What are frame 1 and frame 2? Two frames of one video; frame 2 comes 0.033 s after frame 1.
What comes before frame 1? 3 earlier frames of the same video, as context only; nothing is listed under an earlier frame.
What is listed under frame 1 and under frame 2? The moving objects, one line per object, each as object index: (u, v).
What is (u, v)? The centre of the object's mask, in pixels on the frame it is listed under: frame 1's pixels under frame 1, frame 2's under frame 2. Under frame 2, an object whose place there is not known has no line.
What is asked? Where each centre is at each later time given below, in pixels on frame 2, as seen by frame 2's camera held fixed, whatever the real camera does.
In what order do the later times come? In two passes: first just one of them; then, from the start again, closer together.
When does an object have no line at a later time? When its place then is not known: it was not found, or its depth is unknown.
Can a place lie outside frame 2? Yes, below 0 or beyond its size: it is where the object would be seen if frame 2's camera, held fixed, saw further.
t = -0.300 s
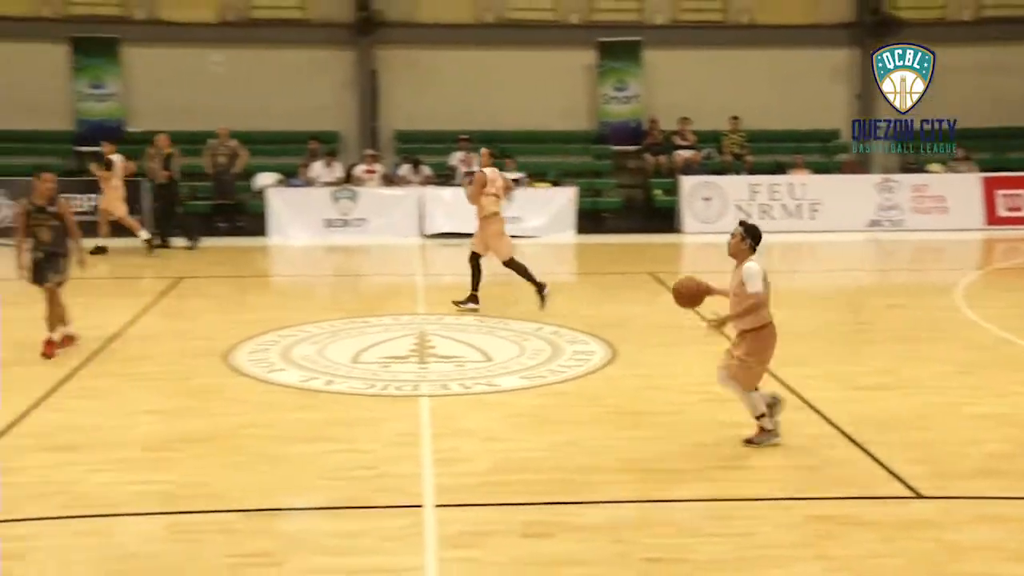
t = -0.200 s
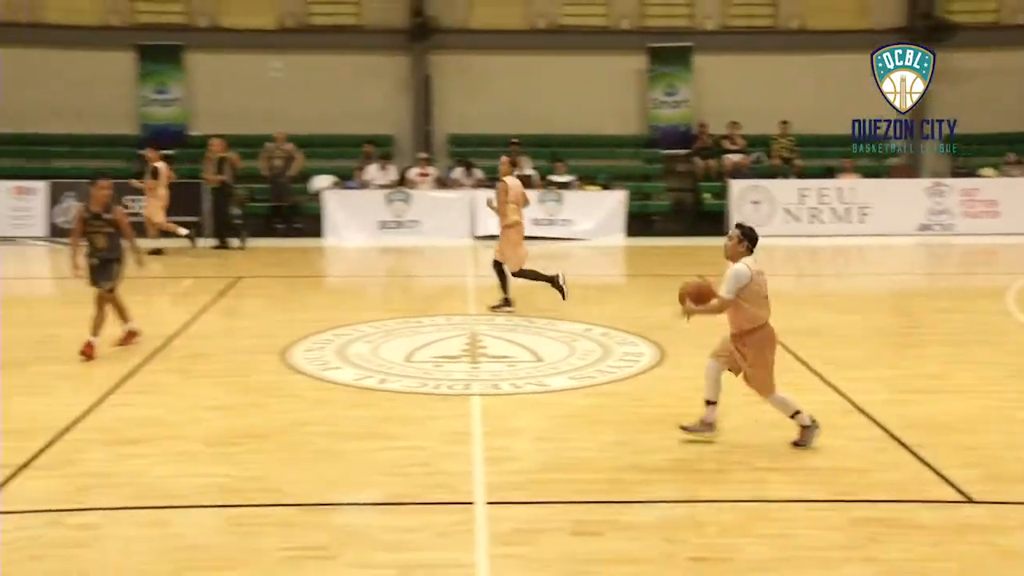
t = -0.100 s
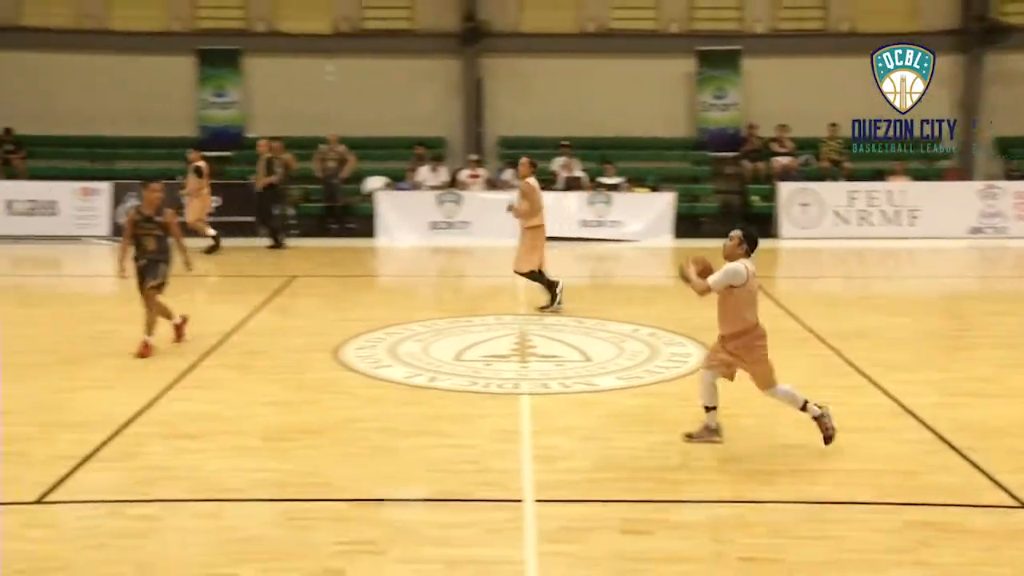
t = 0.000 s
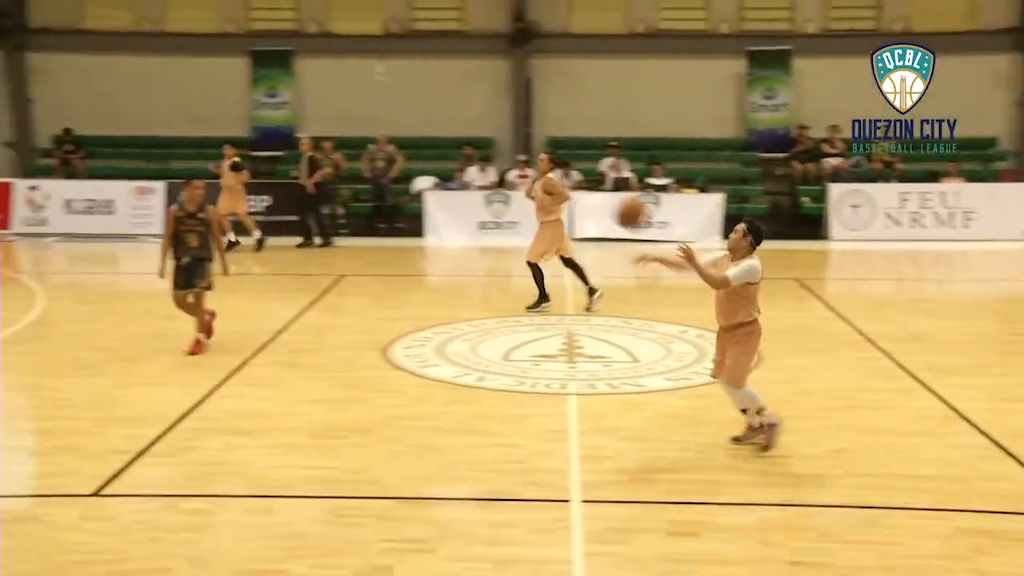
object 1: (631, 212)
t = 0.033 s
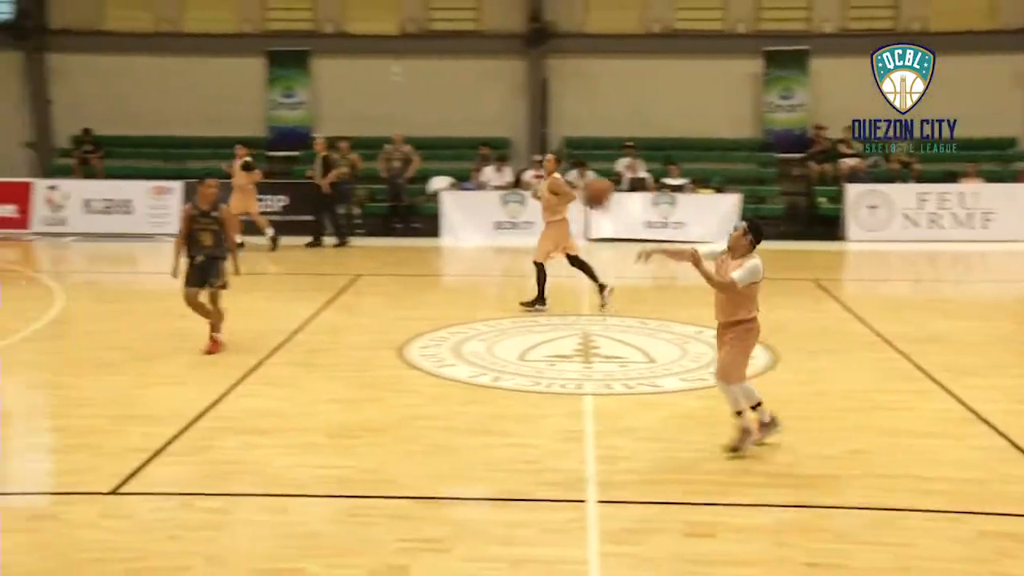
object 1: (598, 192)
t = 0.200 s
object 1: (348, 109)
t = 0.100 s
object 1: (502, 155)
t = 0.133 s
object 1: (450, 141)
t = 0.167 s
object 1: (398, 125)
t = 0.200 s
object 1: (348, 109)
